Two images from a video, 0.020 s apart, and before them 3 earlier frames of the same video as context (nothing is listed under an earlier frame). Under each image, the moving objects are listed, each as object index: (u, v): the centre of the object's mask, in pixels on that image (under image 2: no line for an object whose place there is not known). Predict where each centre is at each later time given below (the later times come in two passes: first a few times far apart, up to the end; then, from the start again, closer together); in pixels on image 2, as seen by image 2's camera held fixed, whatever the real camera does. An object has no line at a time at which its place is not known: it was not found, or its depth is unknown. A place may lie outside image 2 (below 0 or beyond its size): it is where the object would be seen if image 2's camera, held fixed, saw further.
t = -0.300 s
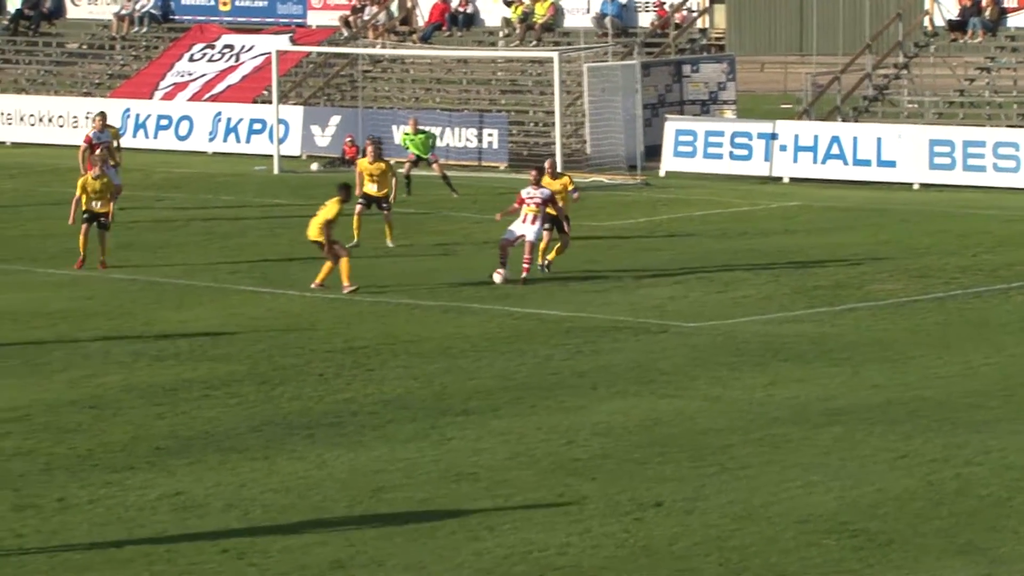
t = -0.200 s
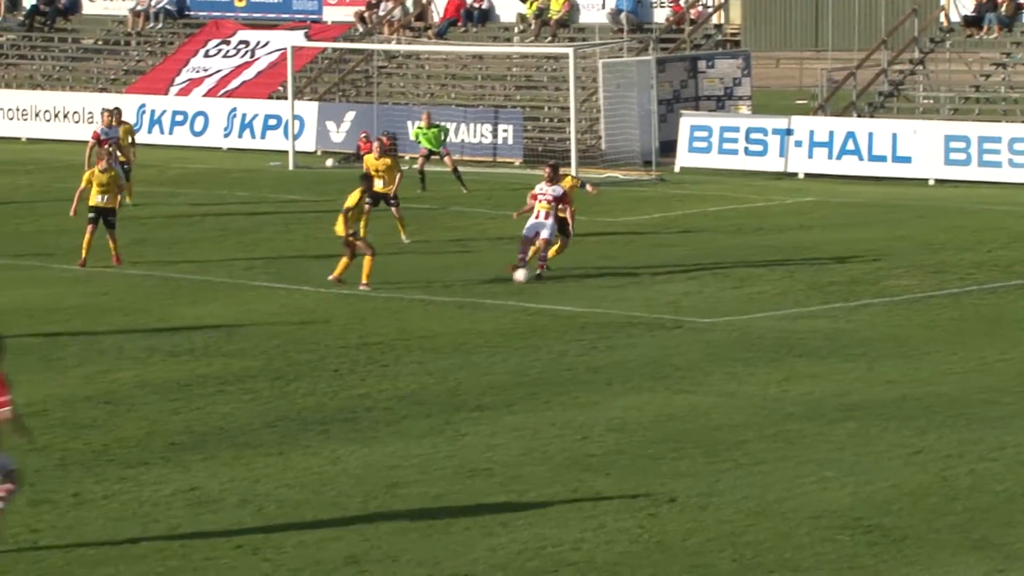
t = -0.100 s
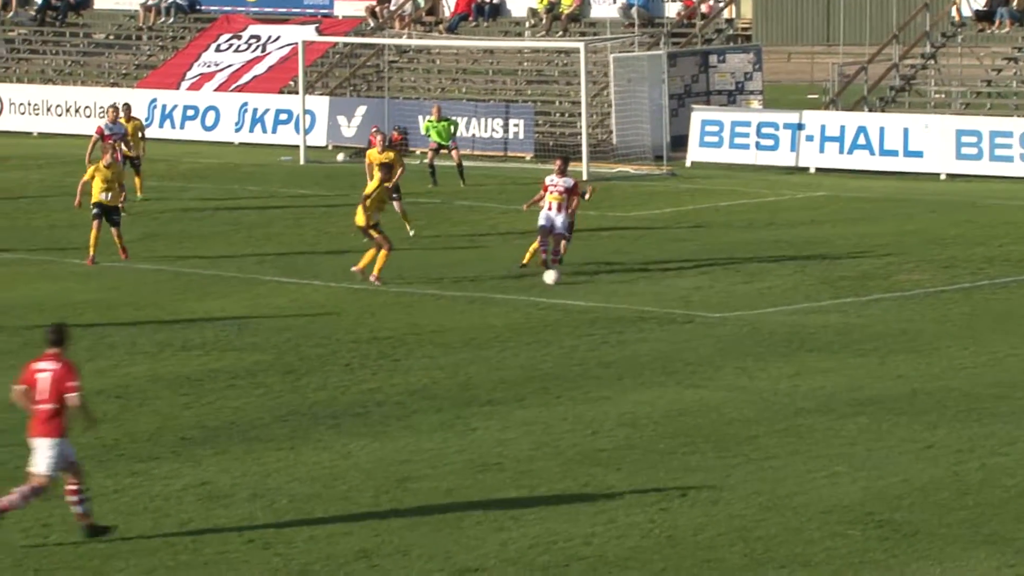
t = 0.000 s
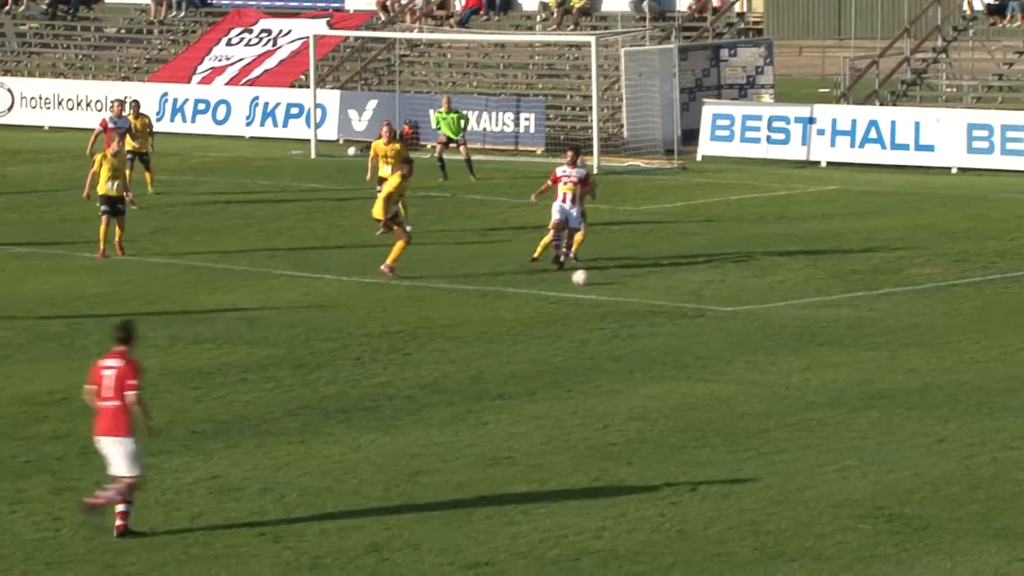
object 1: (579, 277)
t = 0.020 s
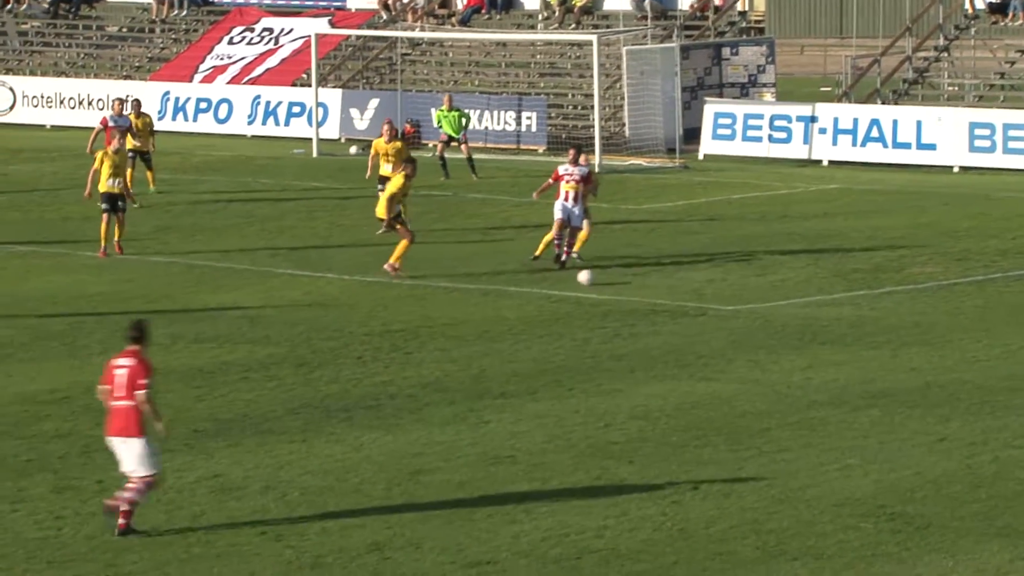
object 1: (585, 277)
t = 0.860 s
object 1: (715, 325)
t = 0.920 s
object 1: (723, 327)
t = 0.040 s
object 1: (589, 278)
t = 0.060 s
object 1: (592, 280)
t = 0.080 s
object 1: (597, 281)
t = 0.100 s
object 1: (600, 282)
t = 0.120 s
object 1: (604, 283)
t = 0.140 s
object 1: (607, 284)
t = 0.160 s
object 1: (611, 284)
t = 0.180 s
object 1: (614, 286)
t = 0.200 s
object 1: (619, 287)
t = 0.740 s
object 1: (699, 318)
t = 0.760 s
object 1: (702, 319)
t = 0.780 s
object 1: (705, 322)
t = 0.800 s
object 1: (708, 323)
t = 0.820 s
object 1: (710, 325)
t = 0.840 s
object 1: (713, 326)
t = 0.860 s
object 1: (715, 325)
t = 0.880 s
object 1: (719, 325)
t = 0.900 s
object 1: (721, 326)
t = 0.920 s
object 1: (723, 327)
